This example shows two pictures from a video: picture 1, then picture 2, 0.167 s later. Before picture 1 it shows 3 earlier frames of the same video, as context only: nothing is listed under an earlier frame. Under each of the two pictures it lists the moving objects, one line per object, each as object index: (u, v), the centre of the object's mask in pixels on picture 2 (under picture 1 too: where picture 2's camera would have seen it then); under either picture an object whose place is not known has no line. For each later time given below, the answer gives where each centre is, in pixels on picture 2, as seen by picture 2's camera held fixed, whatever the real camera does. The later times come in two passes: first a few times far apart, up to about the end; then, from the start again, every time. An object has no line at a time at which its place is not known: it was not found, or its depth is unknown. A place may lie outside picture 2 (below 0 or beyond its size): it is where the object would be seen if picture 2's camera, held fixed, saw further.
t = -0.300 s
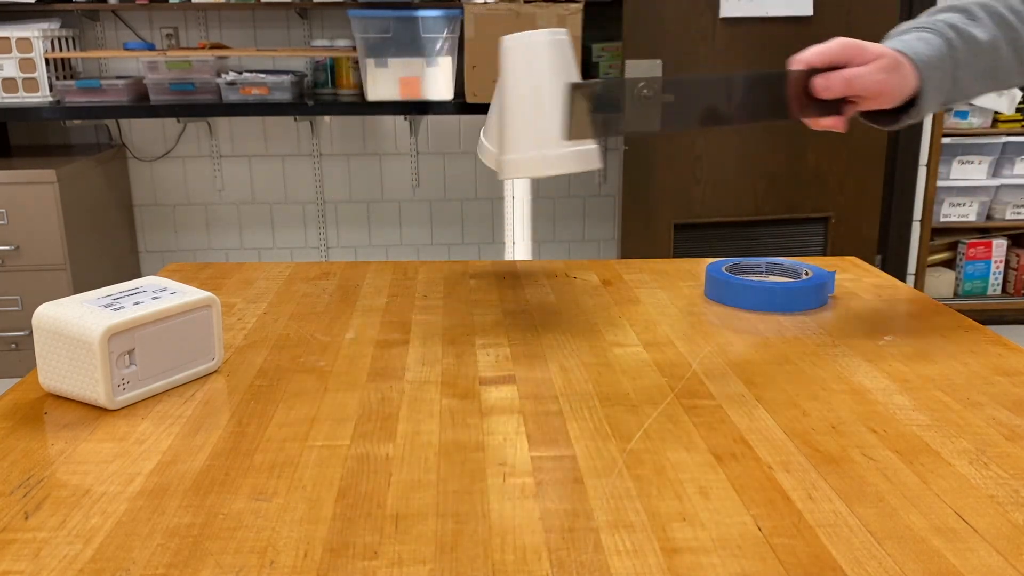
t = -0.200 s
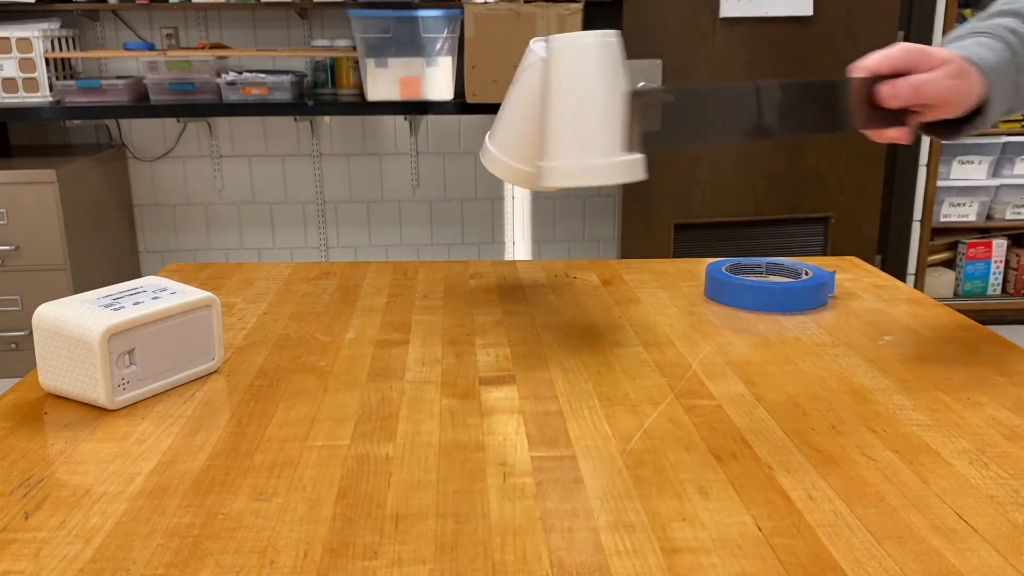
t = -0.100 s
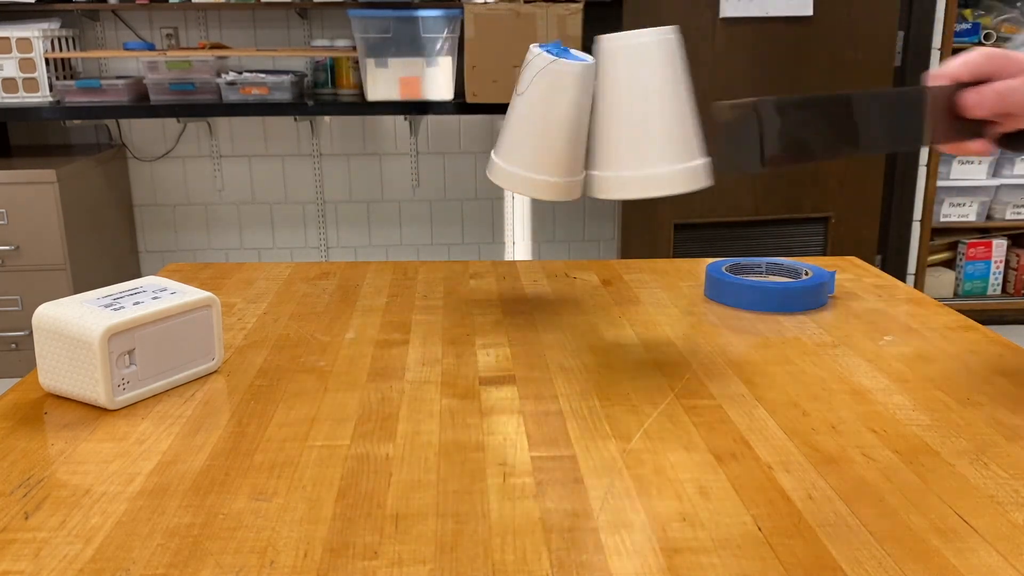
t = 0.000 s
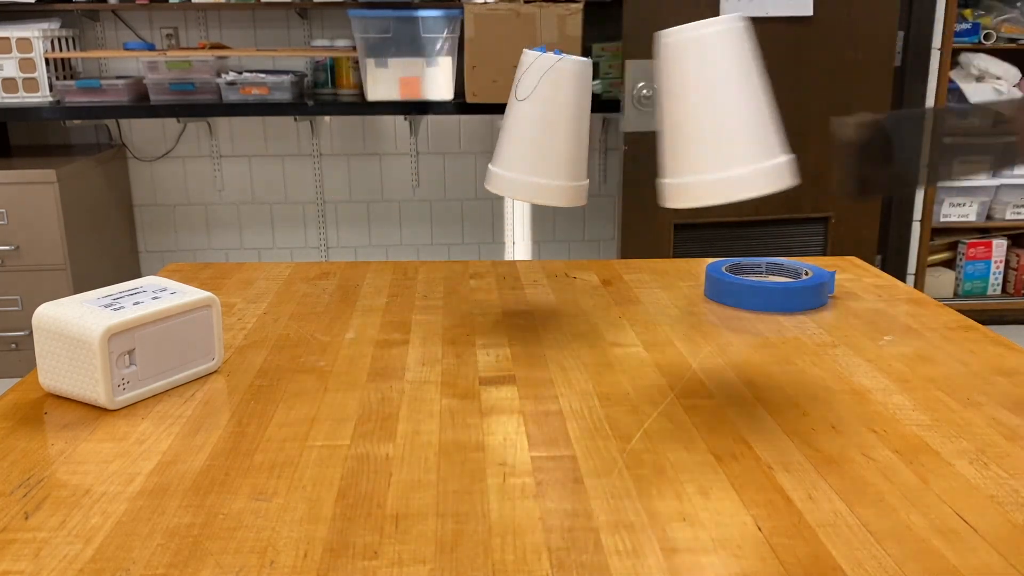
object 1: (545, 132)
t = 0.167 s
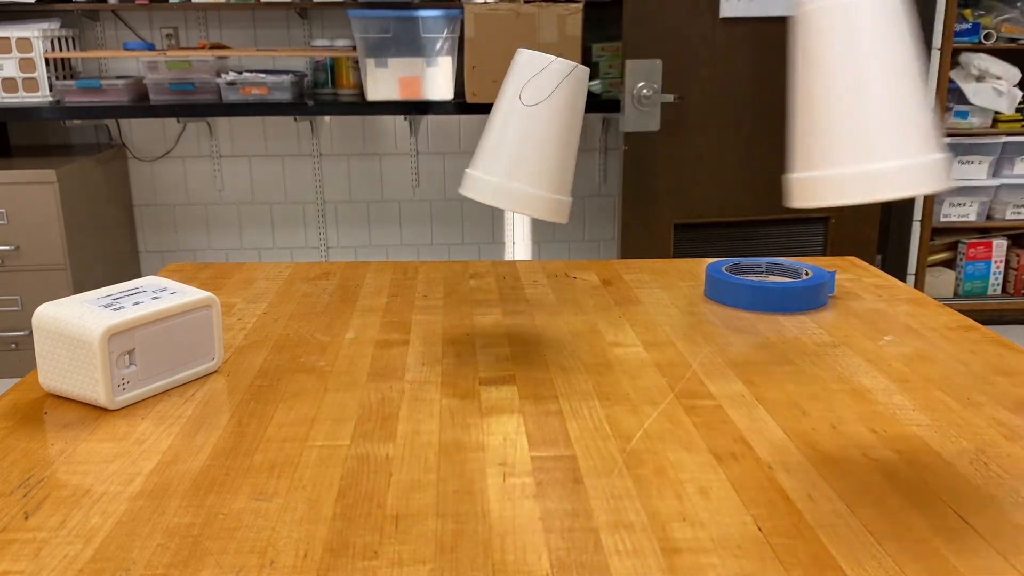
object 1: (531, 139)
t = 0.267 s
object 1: (521, 142)
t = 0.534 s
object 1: (489, 152)
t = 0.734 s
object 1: (468, 153)
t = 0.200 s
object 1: (528, 140)
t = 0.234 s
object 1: (524, 141)
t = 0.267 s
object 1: (521, 142)
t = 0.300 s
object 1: (516, 143)
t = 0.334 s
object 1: (512, 145)
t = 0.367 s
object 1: (508, 146)
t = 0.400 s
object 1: (504, 148)
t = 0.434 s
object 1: (500, 149)
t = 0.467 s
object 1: (496, 150)
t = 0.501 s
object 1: (492, 151)
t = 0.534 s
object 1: (489, 152)
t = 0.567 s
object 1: (485, 152)
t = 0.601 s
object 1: (482, 153)
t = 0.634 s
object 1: (478, 153)
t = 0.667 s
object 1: (475, 153)
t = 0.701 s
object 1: (472, 153)
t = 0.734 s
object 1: (468, 153)
